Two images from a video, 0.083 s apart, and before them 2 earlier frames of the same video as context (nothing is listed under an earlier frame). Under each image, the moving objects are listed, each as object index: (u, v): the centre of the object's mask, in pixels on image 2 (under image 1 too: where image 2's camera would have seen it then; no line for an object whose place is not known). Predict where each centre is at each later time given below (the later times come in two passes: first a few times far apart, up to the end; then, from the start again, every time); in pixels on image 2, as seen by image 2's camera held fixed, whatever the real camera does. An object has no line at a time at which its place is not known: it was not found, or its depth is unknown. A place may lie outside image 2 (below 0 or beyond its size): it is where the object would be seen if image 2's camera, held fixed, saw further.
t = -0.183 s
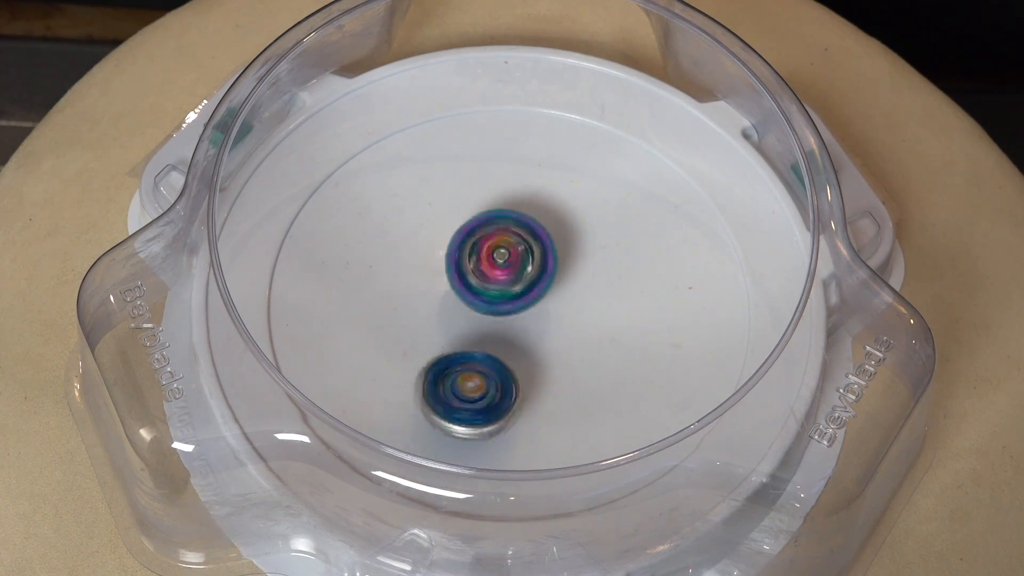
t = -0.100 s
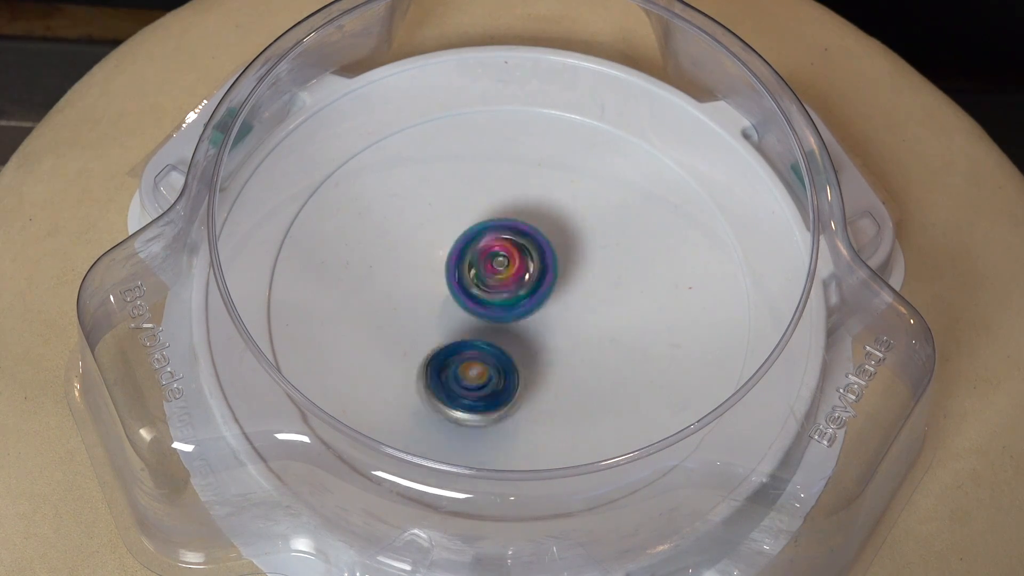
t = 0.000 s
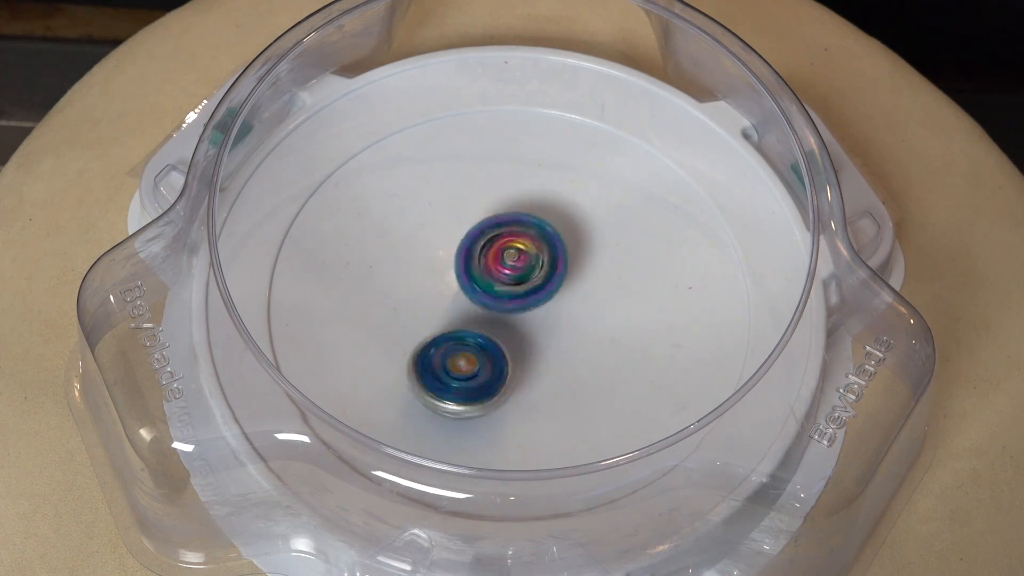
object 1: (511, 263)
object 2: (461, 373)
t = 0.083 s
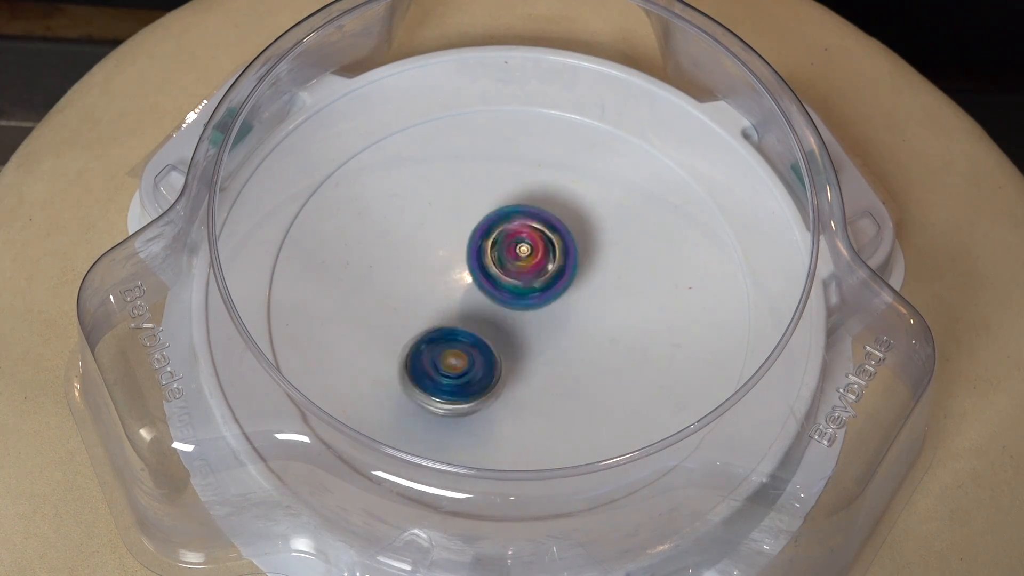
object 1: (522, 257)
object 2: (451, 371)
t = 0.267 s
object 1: (522, 261)
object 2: (447, 338)
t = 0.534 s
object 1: (531, 273)
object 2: (414, 328)
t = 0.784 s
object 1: (560, 289)
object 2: (426, 287)
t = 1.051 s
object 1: (552, 300)
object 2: (433, 252)
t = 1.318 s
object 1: (535, 312)
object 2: (481, 229)
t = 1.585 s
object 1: (522, 311)
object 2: (528, 219)
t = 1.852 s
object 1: (495, 331)
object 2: (569, 227)
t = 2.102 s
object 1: (506, 330)
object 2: (589, 282)
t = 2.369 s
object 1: (471, 314)
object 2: (588, 336)
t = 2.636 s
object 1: (483, 256)
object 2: (552, 382)
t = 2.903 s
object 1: (472, 289)
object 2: (498, 371)
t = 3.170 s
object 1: (504, 251)
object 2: (464, 337)
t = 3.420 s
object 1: (552, 262)
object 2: (446, 302)
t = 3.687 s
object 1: (565, 286)
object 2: (465, 267)
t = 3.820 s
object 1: (564, 287)
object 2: (469, 253)
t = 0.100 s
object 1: (522, 257)
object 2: (449, 370)
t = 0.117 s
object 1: (523, 257)
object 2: (449, 367)
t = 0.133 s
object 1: (523, 258)
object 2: (448, 366)
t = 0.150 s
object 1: (521, 258)
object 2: (448, 363)
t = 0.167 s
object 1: (521, 258)
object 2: (449, 360)
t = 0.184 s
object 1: (521, 258)
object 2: (449, 357)
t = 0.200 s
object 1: (522, 258)
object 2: (449, 354)
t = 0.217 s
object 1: (522, 258)
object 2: (449, 351)
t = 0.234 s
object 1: (522, 259)
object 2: (448, 346)
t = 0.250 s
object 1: (522, 260)
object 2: (448, 341)
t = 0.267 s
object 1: (522, 261)
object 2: (447, 338)
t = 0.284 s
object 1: (523, 261)
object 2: (443, 333)
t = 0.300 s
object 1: (526, 260)
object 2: (438, 332)
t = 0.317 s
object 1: (530, 259)
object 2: (432, 332)
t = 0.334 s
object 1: (532, 260)
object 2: (427, 330)
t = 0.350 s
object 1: (533, 262)
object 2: (423, 330)
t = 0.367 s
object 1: (534, 263)
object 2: (418, 330)
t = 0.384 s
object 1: (535, 264)
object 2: (415, 329)
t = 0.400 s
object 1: (534, 265)
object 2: (412, 330)
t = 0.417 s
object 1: (534, 266)
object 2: (409, 330)
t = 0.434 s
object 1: (534, 267)
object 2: (408, 329)
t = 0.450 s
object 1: (534, 268)
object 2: (407, 330)
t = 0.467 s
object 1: (533, 268)
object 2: (406, 329)
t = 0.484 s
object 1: (533, 269)
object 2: (408, 328)
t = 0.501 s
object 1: (533, 270)
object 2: (409, 329)
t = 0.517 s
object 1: (532, 272)
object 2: (411, 328)
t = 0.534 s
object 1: (531, 273)
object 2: (414, 328)
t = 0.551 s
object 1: (530, 274)
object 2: (415, 328)
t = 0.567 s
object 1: (530, 275)
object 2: (420, 326)
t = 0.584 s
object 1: (528, 276)
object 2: (422, 325)
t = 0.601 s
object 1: (526, 277)
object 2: (427, 324)
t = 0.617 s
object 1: (529, 277)
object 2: (428, 321)
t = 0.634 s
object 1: (533, 278)
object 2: (427, 320)
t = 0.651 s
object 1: (535, 278)
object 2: (428, 318)
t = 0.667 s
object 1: (538, 279)
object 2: (430, 314)
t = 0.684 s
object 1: (539, 280)
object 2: (432, 312)
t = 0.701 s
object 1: (540, 282)
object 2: (433, 308)
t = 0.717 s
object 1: (542, 283)
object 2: (433, 302)
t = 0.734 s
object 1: (547, 284)
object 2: (430, 299)
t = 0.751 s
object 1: (552, 286)
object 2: (428, 295)
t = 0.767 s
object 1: (557, 287)
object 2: (427, 290)
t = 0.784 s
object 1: (560, 289)
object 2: (426, 287)
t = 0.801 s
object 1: (561, 291)
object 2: (424, 284)
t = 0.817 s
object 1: (562, 293)
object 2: (424, 279)
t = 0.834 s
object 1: (563, 294)
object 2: (424, 277)
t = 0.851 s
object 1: (562, 295)
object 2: (423, 274)
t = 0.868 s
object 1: (561, 295)
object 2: (423, 270)
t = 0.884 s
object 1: (560, 295)
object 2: (423, 267)
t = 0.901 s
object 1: (561, 295)
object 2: (422, 263)
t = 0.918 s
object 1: (560, 295)
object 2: (422, 260)
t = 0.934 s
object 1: (559, 296)
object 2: (424, 258)
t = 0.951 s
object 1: (558, 296)
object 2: (424, 256)
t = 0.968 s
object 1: (558, 297)
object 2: (425, 254)
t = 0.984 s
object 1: (557, 298)
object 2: (427, 253)
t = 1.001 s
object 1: (556, 299)
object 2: (428, 253)
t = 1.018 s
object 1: (554, 299)
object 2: (429, 251)
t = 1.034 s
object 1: (554, 299)
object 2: (432, 252)
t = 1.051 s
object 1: (552, 300)
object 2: (433, 252)
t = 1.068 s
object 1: (550, 300)
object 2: (437, 251)
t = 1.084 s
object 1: (548, 299)
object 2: (441, 251)
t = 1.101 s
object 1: (547, 299)
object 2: (445, 253)
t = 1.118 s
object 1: (546, 299)
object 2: (450, 251)
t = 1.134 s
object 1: (546, 300)
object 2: (453, 248)
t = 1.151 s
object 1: (546, 300)
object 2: (455, 247)
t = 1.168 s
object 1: (545, 300)
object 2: (458, 244)
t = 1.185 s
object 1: (543, 301)
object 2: (459, 241)
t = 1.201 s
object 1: (543, 303)
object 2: (462, 239)
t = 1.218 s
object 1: (541, 306)
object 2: (464, 236)
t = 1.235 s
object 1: (541, 308)
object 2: (467, 235)
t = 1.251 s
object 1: (541, 311)
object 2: (470, 234)
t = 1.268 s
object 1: (540, 312)
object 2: (473, 233)
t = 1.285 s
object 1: (539, 313)
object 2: (476, 231)
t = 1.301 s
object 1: (537, 313)
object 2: (479, 230)
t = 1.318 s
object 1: (535, 312)
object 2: (481, 229)
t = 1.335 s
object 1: (534, 311)
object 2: (484, 228)
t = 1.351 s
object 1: (533, 310)
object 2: (489, 227)
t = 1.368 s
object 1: (532, 310)
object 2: (493, 228)
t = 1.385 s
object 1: (533, 311)
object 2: (496, 225)
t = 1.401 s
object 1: (532, 311)
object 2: (500, 224)
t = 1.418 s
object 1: (531, 313)
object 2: (504, 223)
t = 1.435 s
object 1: (530, 313)
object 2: (507, 222)
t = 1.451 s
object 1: (528, 312)
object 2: (509, 219)
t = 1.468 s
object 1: (527, 312)
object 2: (512, 219)
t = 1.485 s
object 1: (526, 311)
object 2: (514, 220)
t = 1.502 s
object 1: (526, 311)
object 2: (517, 220)
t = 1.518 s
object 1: (525, 311)
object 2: (520, 220)
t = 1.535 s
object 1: (525, 311)
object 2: (523, 220)
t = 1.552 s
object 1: (524, 311)
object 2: (524, 219)
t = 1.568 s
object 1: (523, 311)
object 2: (526, 219)
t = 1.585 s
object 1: (522, 311)
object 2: (528, 219)
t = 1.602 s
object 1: (521, 310)
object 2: (529, 219)
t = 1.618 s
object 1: (519, 309)
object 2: (530, 220)
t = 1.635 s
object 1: (515, 313)
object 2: (534, 218)
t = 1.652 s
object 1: (510, 318)
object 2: (540, 216)
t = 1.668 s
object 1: (506, 323)
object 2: (543, 214)
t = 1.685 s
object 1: (503, 327)
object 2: (547, 213)
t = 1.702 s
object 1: (500, 328)
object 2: (551, 213)
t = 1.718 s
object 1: (497, 330)
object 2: (553, 213)
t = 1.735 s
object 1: (495, 333)
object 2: (556, 213)
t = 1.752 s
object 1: (493, 334)
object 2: (559, 214)
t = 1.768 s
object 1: (492, 334)
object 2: (561, 215)
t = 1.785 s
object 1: (491, 334)
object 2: (561, 216)
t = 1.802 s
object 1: (491, 333)
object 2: (565, 219)
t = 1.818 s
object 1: (492, 332)
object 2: (566, 221)
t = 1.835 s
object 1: (493, 331)
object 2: (567, 225)
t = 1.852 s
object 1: (495, 331)
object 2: (569, 227)
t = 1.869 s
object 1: (497, 330)
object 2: (571, 231)
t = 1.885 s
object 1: (501, 329)
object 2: (573, 235)
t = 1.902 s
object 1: (504, 329)
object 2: (575, 238)
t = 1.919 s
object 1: (505, 330)
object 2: (576, 241)
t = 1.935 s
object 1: (507, 331)
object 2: (578, 244)
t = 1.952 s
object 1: (509, 331)
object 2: (579, 249)
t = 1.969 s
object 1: (509, 331)
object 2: (580, 252)
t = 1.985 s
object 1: (511, 330)
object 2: (582, 255)
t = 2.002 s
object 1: (512, 331)
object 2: (583, 259)
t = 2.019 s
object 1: (512, 332)
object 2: (583, 265)
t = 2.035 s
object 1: (510, 334)
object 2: (584, 268)
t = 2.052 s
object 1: (507, 332)
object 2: (586, 271)
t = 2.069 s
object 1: (506, 330)
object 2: (588, 275)
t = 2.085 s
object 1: (506, 329)
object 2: (589, 279)
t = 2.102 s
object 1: (506, 330)
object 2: (589, 282)
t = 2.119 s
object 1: (501, 331)
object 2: (590, 285)
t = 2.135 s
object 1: (494, 332)
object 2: (595, 288)
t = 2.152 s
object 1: (488, 333)
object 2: (596, 292)
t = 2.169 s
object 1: (485, 333)
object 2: (599, 295)
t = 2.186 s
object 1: (483, 331)
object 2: (600, 298)
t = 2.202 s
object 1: (480, 330)
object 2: (601, 302)
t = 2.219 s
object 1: (477, 329)
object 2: (600, 306)
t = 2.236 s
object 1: (475, 330)
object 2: (601, 309)
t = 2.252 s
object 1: (473, 331)
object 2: (601, 311)
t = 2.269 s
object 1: (472, 331)
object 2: (599, 317)
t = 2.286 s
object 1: (472, 330)
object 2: (597, 320)
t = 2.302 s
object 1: (471, 325)
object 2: (597, 323)
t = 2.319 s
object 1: (471, 321)
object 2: (596, 325)
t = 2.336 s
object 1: (471, 317)
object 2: (593, 330)
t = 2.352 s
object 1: (470, 316)
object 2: (590, 334)
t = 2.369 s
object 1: (471, 314)
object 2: (588, 336)
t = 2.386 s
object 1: (472, 311)
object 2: (586, 338)
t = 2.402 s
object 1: (474, 310)
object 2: (582, 342)
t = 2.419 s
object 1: (476, 308)
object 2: (579, 345)
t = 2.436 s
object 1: (480, 304)
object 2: (576, 347)
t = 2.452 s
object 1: (482, 300)
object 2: (572, 348)
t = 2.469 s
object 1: (482, 295)
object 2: (567, 352)
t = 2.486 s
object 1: (482, 292)
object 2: (567, 358)
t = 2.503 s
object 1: (481, 290)
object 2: (567, 362)
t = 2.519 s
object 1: (480, 286)
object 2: (564, 366)
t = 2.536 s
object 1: (478, 279)
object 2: (563, 370)
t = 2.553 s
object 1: (478, 271)
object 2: (562, 371)
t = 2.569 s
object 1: (478, 265)
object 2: (560, 373)
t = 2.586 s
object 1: (479, 261)
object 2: (559, 375)
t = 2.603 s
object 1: (480, 258)
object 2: (559, 376)
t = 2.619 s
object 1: (482, 257)
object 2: (555, 379)
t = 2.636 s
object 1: (483, 256)
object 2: (552, 382)
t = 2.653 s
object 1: (484, 256)
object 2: (549, 382)
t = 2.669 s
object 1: (484, 257)
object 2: (545, 382)
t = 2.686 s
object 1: (484, 259)
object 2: (543, 385)
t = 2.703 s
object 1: (483, 261)
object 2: (538, 384)
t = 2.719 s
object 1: (481, 263)
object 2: (534, 384)
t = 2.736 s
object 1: (478, 265)
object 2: (530, 384)
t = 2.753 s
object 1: (475, 268)
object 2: (527, 383)
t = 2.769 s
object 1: (472, 271)
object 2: (522, 383)
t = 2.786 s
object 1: (472, 274)
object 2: (518, 382)
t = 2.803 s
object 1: (471, 278)
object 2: (515, 380)
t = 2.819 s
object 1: (470, 282)
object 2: (512, 377)
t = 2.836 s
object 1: (469, 284)
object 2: (508, 377)
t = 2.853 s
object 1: (469, 287)
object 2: (505, 374)
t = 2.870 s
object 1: (470, 289)
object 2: (502, 372)
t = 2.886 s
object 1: (471, 289)
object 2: (499, 372)
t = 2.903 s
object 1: (472, 289)
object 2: (498, 371)
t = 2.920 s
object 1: (474, 289)
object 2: (493, 372)
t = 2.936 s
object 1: (475, 284)
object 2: (489, 373)
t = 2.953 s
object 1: (479, 278)
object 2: (487, 370)
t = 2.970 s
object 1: (483, 272)
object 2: (482, 368)
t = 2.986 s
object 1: (485, 267)
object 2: (481, 368)
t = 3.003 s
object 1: (484, 263)
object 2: (478, 365)
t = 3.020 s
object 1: (484, 261)
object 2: (476, 363)
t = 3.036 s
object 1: (485, 261)
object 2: (474, 360)
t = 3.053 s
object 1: (487, 260)
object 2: (471, 357)
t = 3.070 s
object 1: (489, 258)
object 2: (469, 355)
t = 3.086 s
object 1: (491, 256)
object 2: (469, 352)
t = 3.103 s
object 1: (493, 255)
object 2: (467, 349)
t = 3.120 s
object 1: (495, 253)
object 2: (467, 346)
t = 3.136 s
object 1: (497, 253)
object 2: (467, 342)
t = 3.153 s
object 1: (500, 252)
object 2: (466, 340)
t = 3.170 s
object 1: (504, 251)
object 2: (464, 337)
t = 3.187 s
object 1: (509, 251)
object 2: (461, 335)
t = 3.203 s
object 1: (514, 251)
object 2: (456, 333)
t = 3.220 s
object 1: (520, 251)
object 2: (454, 332)
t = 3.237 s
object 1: (526, 251)
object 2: (449, 330)
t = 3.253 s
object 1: (530, 252)
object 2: (448, 326)
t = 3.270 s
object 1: (533, 253)
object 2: (445, 324)
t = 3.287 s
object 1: (535, 253)
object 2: (444, 321)
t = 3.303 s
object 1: (537, 254)
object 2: (445, 319)
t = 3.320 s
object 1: (539, 254)
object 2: (444, 318)
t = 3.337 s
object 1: (540, 255)
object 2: (444, 316)
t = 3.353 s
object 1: (542, 255)
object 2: (443, 313)
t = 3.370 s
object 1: (544, 256)
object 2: (443, 310)
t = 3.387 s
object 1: (546, 257)
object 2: (445, 306)
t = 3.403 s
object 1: (549, 259)
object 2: (445, 305)
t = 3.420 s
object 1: (552, 262)
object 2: (446, 302)
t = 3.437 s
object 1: (554, 265)
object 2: (447, 300)
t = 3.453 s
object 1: (555, 269)
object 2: (450, 297)
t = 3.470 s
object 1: (555, 272)
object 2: (451, 294)
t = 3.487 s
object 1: (554, 275)
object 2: (453, 294)
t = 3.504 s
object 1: (554, 277)
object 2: (453, 291)
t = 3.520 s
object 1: (556, 279)
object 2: (453, 289)
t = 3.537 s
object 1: (558, 281)
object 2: (455, 286)
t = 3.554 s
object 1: (559, 282)
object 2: (456, 284)
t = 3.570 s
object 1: (561, 283)
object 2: (459, 281)
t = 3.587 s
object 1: (561, 284)
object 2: (460, 281)
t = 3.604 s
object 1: (561, 284)
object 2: (462, 278)
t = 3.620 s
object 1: (561, 284)
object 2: (464, 276)
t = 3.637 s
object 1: (562, 284)
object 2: (464, 274)
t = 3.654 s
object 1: (563, 284)
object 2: (464, 271)
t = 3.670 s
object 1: (563, 285)
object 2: (466, 268)
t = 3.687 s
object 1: (565, 286)
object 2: (465, 267)
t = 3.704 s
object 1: (567, 287)
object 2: (464, 262)
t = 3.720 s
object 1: (568, 288)
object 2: (464, 259)
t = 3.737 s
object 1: (568, 288)
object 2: (464, 255)
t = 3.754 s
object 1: (567, 288)
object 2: (466, 253)
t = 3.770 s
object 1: (566, 287)
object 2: (467, 251)
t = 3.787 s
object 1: (565, 287)
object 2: (469, 252)
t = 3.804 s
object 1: (564, 287)
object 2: (469, 253)
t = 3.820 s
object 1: (564, 287)
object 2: (469, 253)
